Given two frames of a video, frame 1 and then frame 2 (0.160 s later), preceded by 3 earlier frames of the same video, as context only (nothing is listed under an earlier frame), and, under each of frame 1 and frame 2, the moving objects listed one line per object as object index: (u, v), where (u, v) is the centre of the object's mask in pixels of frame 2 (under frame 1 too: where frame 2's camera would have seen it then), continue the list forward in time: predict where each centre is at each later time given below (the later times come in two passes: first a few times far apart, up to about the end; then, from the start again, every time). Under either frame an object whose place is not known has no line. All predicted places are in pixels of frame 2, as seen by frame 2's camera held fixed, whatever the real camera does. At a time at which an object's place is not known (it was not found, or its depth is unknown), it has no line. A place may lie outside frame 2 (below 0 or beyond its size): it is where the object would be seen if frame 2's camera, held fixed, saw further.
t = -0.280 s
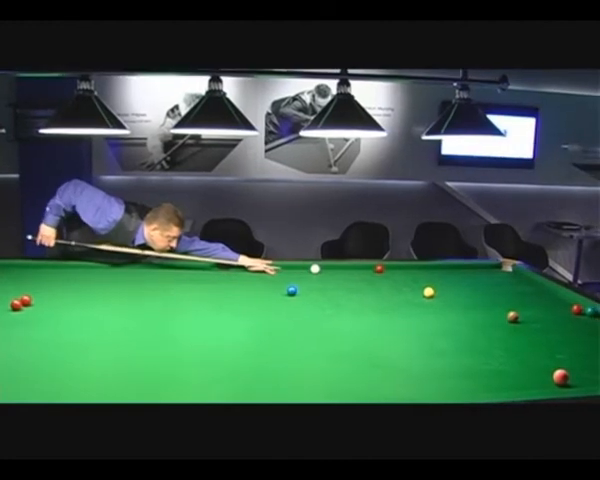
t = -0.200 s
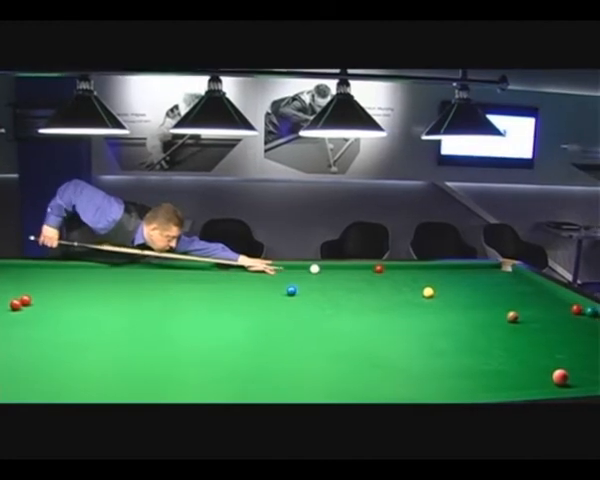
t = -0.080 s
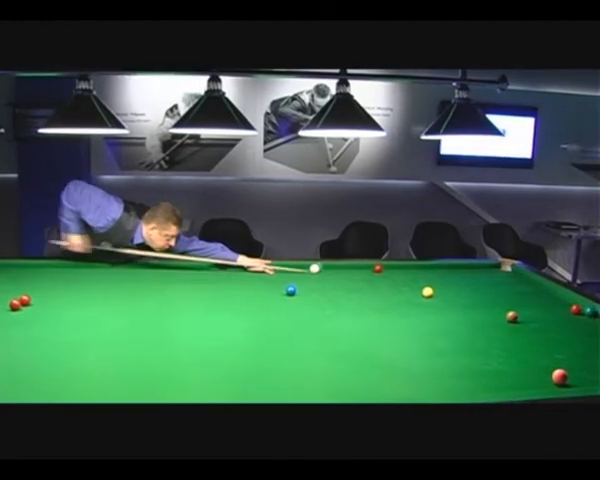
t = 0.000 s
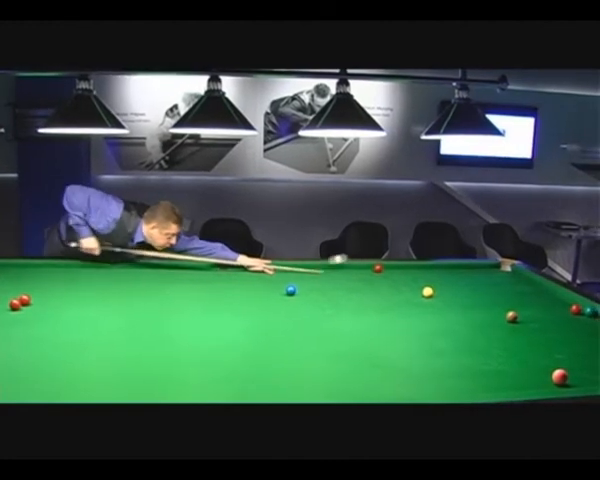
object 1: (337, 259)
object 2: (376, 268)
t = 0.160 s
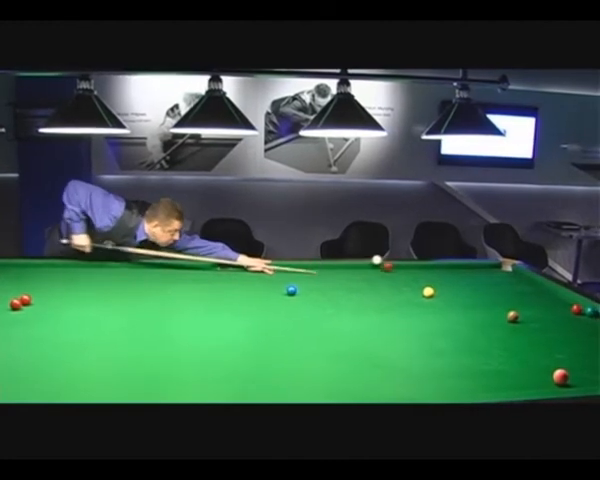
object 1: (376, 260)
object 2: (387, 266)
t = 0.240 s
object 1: (383, 259)
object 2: (403, 268)
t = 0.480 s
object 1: (393, 267)
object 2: (440, 271)
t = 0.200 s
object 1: (380, 260)
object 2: (395, 266)
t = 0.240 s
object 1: (383, 259)
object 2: (403, 268)
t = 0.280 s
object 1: (387, 259)
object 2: (410, 268)
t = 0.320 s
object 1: (390, 262)
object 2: (417, 269)
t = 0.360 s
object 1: (392, 265)
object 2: (423, 269)
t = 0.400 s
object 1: (392, 265)
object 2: (429, 270)
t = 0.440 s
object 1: (393, 265)
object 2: (434, 270)
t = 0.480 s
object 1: (393, 267)
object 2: (440, 271)
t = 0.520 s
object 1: (393, 267)
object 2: (444, 271)
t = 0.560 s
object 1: (393, 268)
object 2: (449, 272)
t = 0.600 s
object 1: (393, 269)
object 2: (454, 272)
